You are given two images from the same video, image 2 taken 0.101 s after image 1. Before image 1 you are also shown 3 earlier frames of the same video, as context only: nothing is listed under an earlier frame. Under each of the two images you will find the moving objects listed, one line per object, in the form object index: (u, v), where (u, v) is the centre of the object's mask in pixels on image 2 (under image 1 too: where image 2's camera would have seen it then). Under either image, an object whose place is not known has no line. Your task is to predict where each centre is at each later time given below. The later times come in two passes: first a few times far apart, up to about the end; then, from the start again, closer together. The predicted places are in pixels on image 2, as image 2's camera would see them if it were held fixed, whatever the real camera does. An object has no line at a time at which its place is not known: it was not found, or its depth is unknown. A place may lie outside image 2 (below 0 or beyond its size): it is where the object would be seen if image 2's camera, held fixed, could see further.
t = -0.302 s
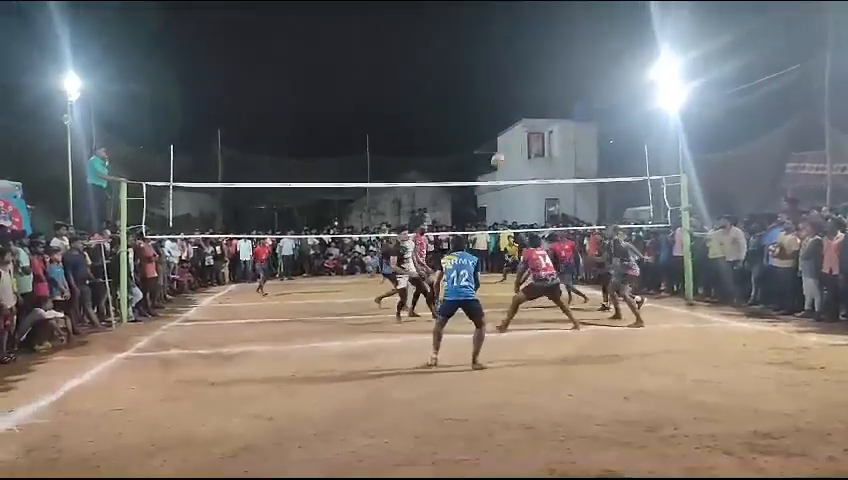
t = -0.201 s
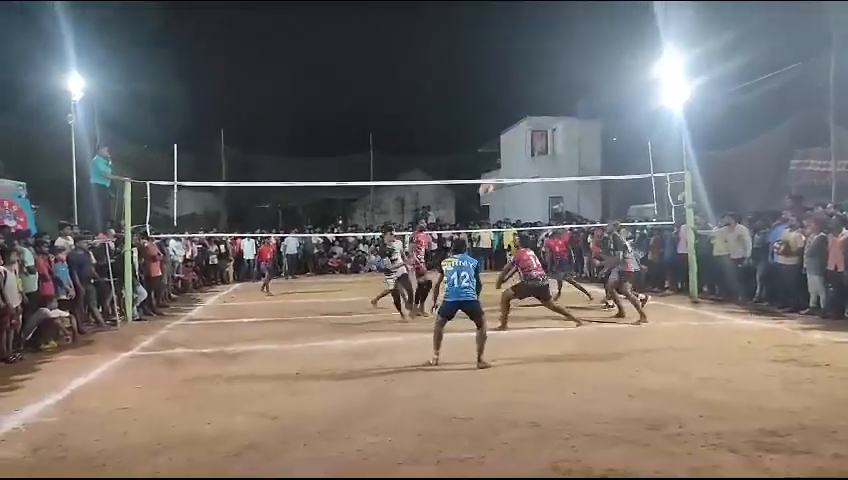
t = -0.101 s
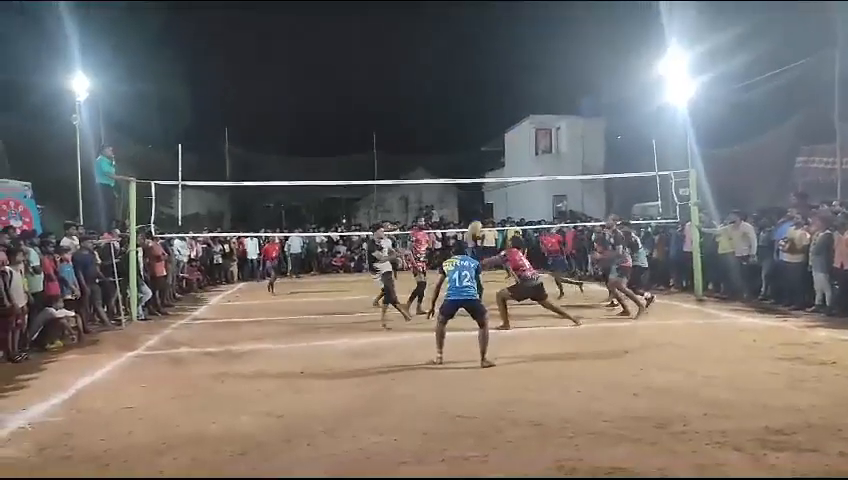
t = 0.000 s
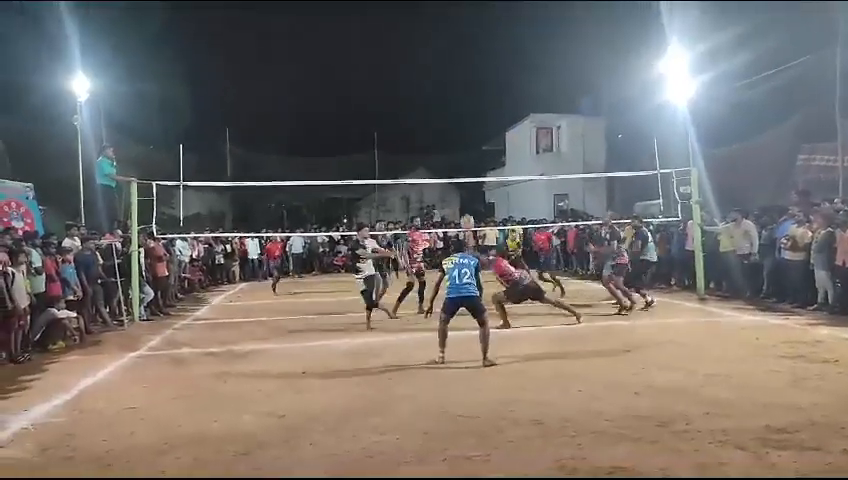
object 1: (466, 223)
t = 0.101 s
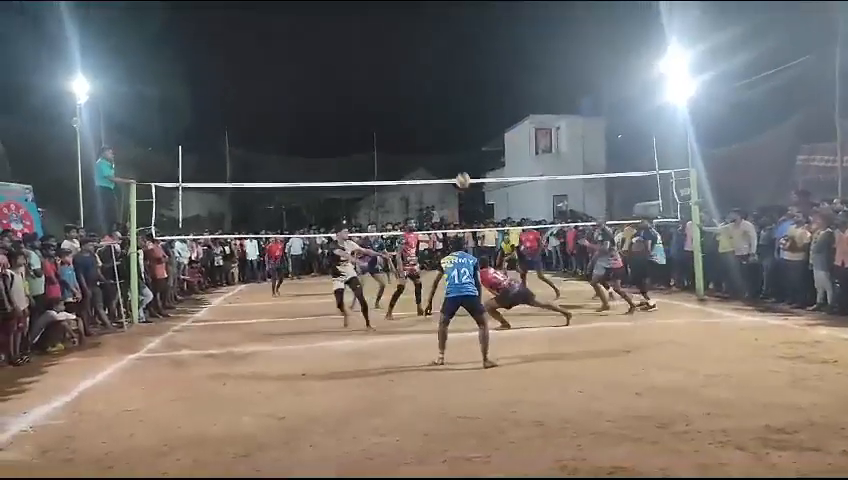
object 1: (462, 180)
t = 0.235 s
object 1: (458, 126)
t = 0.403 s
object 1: (455, 83)
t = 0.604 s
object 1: (451, 57)
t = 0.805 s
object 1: (448, 56)
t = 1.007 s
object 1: (446, 80)
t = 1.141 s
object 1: (444, 110)
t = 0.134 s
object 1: (461, 166)
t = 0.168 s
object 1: (460, 154)
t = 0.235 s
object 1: (458, 126)
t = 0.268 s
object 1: (458, 116)
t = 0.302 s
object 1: (457, 107)
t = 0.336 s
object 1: (456, 98)
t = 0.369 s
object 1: (455, 90)
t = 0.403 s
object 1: (455, 83)
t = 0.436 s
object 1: (455, 77)
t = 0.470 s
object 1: (454, 72)
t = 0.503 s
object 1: (453, 67)
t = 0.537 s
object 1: (452, 63)
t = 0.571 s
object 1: (451, 60)
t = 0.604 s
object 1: (451, 57)
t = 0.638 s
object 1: (450, 55)
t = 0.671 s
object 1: (450, 54)
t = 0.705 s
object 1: (449, 53)
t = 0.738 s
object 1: (449, 53)
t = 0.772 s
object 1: (448, 54)
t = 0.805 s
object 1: (448, 56)
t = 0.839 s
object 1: (448, 57)
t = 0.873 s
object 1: (447, 61)
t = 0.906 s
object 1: (447, 65)
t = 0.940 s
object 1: (447, 69)
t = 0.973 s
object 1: (446, 74)
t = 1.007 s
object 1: (446, 80)
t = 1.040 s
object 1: (445, 86)
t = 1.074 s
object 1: (445, 94)
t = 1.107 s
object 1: (445, 102)
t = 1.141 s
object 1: (444, 110)
